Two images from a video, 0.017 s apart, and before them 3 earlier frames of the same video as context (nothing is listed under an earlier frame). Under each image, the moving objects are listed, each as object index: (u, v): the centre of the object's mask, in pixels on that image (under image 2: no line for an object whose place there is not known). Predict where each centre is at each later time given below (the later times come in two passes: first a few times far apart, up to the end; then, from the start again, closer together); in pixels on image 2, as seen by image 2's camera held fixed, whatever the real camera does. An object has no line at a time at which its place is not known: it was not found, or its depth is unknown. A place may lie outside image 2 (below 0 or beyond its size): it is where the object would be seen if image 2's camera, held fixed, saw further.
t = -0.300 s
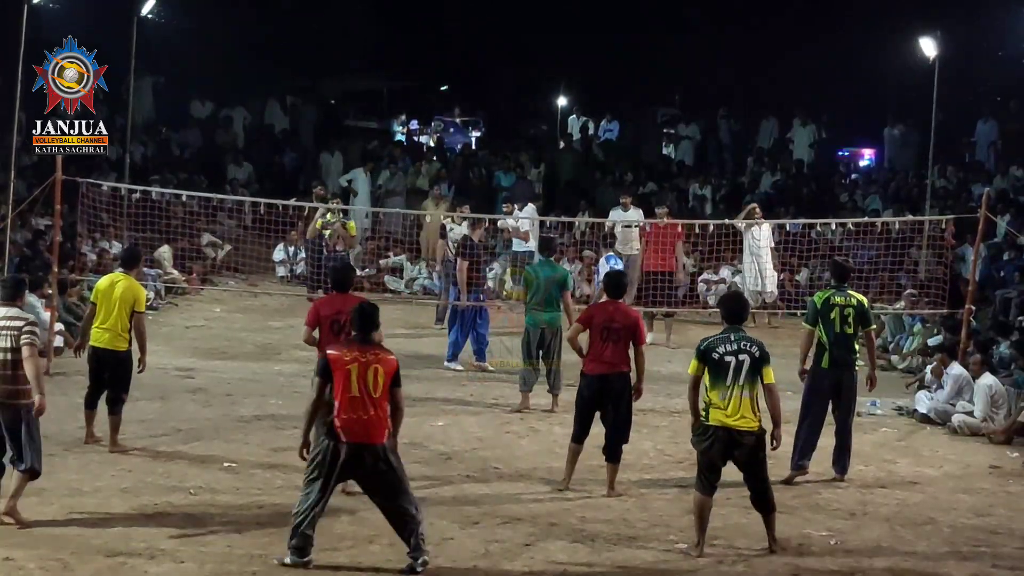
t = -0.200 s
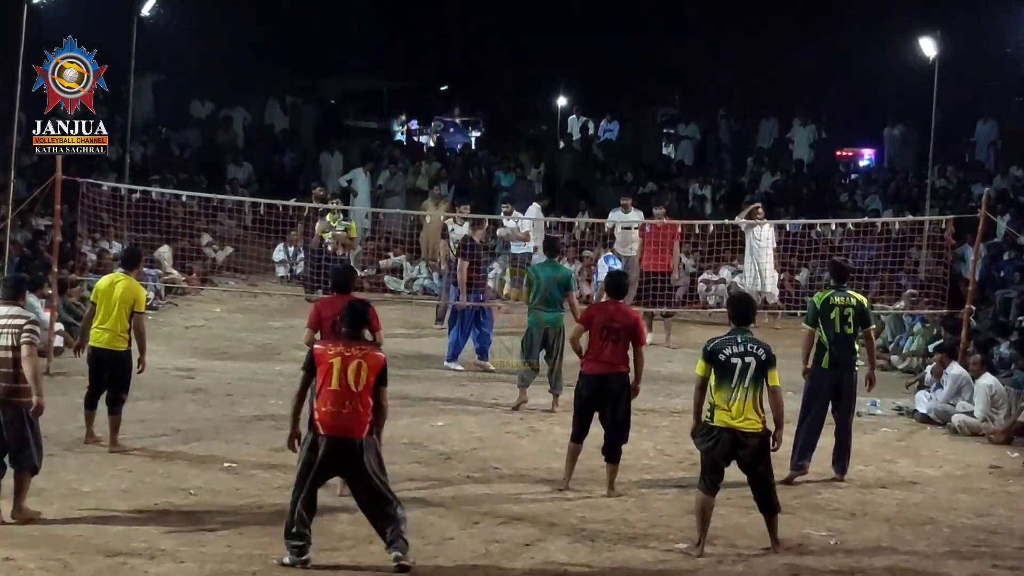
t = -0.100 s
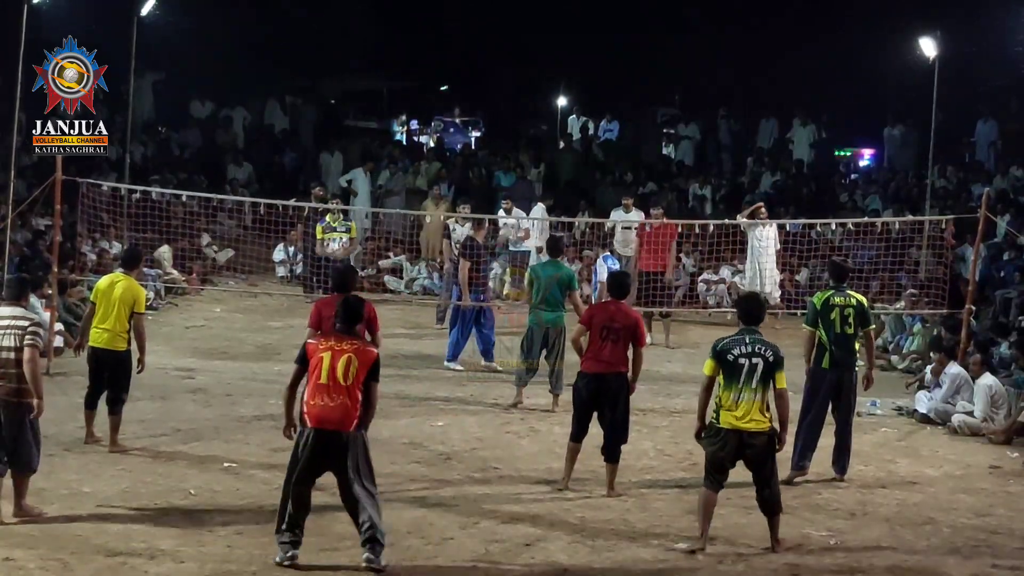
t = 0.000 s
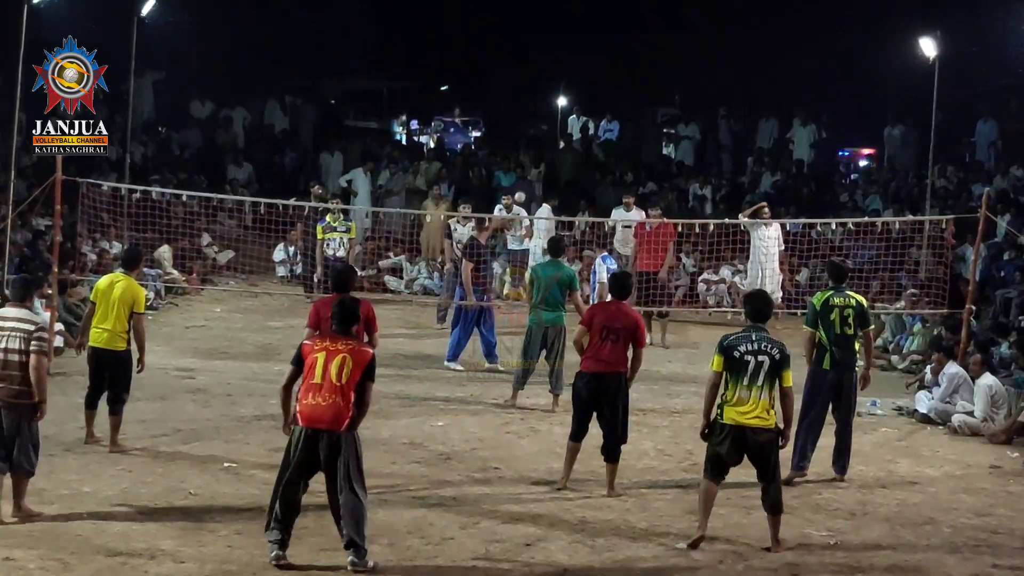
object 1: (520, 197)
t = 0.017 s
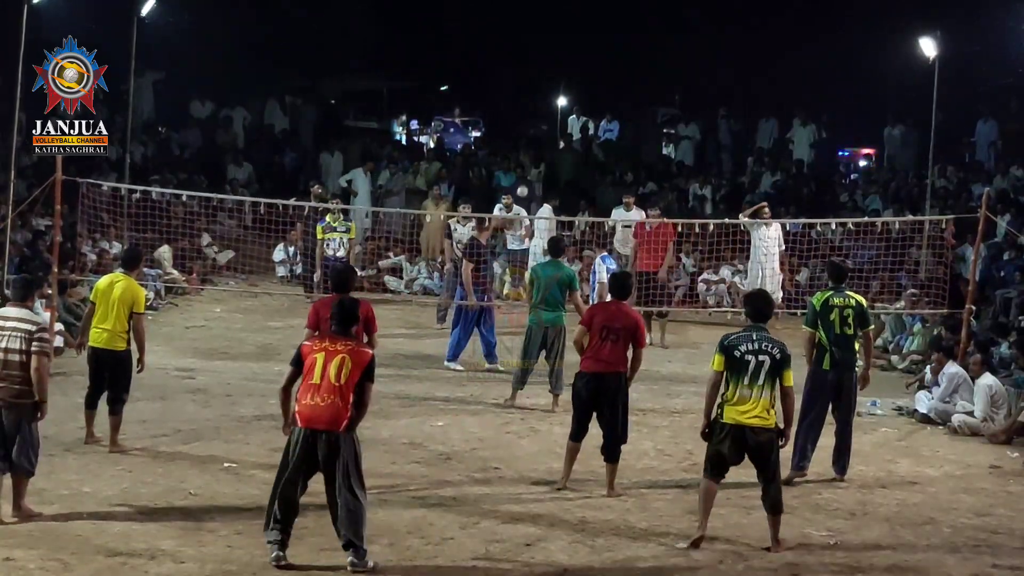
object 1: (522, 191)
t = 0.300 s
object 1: (574, 112)
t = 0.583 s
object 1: (636, 83)
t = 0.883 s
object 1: (711, 130)
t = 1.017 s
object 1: (748, 186)
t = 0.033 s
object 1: (525, 185)
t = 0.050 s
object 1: (527, 180)
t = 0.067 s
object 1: (530, 175)
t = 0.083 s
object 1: (533, 170)
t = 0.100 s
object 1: (536, 165)
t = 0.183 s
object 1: (551, 141)
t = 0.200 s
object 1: (554, 136)
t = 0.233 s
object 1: (560, 128)
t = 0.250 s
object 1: (563, 124)
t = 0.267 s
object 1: (566, 120)
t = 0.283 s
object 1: (570, 116)
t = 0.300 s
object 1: (574, 112)
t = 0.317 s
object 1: (577, 109)
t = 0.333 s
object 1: (581, 106)
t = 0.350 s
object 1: (584, 103)
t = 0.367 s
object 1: (588, 100)
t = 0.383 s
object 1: (591, 98)
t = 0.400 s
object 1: (595, 95)
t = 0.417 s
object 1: (598, 93)
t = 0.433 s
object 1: (602, 91)
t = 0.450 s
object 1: (606, 89)
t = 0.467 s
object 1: (609, 88)
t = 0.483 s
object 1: (613, 86)
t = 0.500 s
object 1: (617, 85)
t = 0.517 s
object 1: (621, 84)
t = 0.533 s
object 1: (624, 83)
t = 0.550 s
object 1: (628, 83)
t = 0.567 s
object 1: (632, 83)
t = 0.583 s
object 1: (636, 83)
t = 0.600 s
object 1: (640, 83)
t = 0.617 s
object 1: (644, 84)
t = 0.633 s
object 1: (648, 84)
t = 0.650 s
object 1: (652, 86)
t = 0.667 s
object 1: (656, 87)
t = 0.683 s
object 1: (660, 88)
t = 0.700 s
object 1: (664, 90)
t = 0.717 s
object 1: (668, 92)
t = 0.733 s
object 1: (672, 95)
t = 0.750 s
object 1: (677, 98)
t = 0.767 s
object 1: (681, 101)
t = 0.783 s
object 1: (685, 104)
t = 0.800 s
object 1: (689, 107)
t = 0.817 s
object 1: (694, 111)
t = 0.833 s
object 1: (698, 115)
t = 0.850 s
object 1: (703, 120)
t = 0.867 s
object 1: (707, 125)
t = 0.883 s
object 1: (711, 130)
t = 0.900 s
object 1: (716, 136)
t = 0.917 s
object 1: (721, 142)
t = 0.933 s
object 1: (725, 149)
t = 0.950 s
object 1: (729, 155)
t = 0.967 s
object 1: (734, 162)
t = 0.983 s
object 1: (739, 171)
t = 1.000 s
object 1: (743, 179)
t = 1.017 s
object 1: (748, 186)
